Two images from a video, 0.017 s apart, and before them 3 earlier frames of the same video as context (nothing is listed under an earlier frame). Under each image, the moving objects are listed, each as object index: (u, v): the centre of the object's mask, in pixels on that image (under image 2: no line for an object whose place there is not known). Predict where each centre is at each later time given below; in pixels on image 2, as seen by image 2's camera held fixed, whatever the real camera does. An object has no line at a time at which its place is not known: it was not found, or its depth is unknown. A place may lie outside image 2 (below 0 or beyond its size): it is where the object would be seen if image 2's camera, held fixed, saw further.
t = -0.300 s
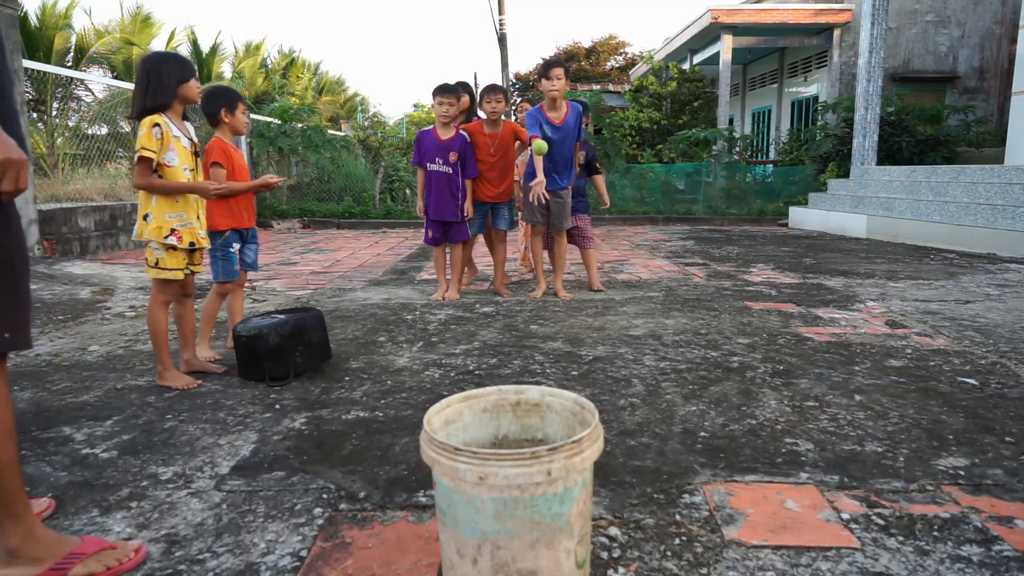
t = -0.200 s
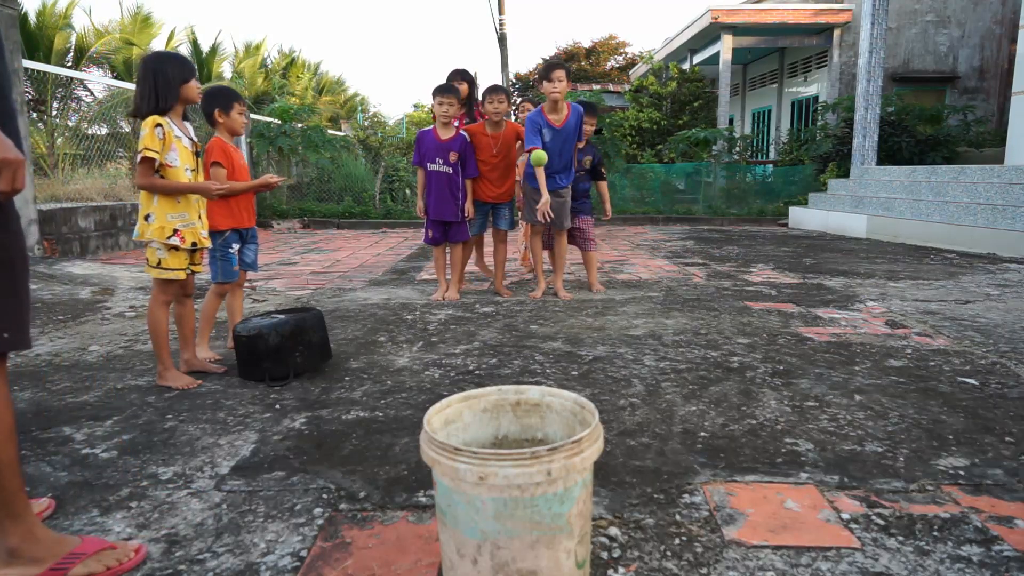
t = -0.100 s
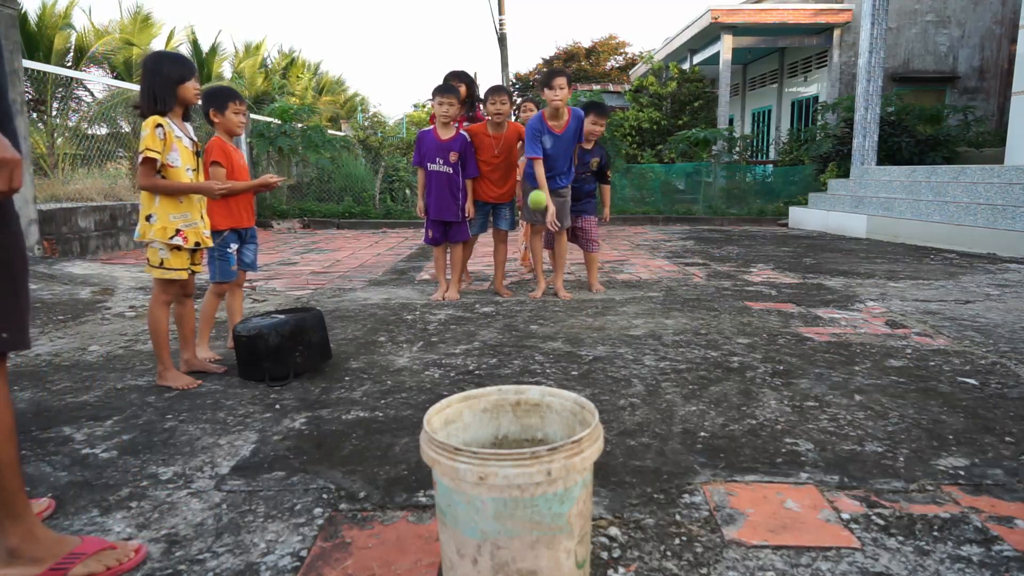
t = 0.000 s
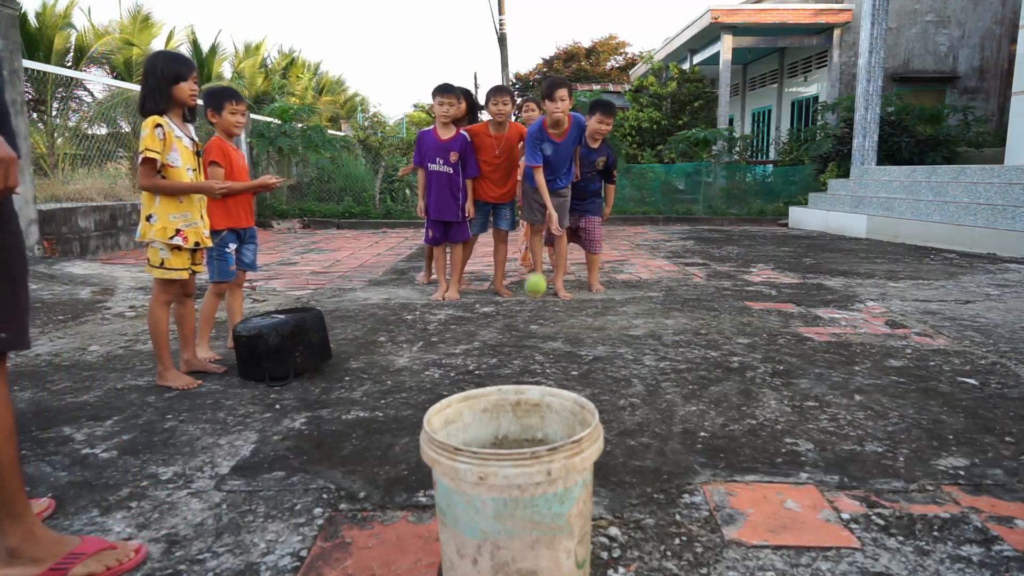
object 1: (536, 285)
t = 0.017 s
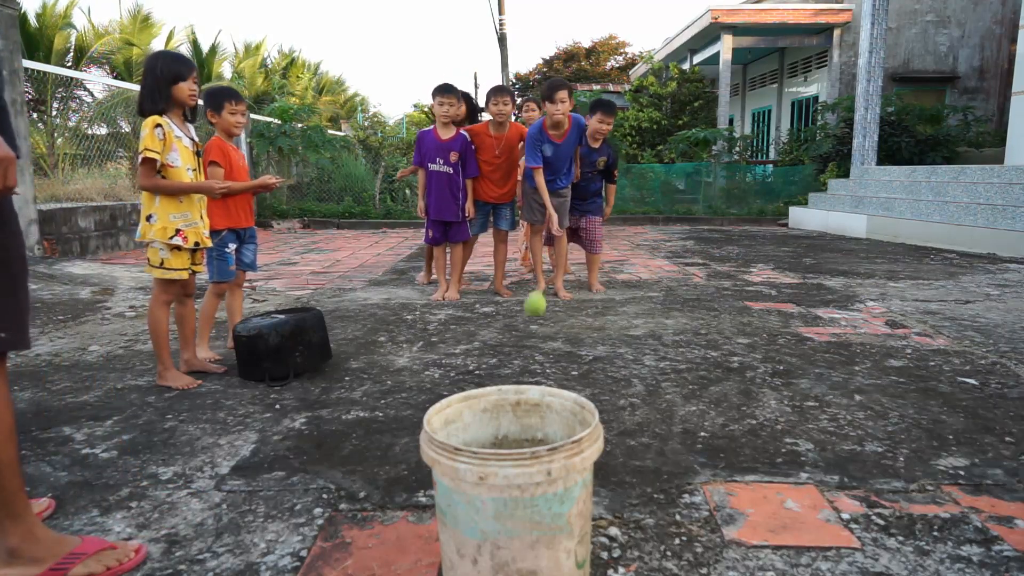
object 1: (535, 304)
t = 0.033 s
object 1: (535, 325)
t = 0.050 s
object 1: (534, 347)
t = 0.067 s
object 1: (534, 372)
